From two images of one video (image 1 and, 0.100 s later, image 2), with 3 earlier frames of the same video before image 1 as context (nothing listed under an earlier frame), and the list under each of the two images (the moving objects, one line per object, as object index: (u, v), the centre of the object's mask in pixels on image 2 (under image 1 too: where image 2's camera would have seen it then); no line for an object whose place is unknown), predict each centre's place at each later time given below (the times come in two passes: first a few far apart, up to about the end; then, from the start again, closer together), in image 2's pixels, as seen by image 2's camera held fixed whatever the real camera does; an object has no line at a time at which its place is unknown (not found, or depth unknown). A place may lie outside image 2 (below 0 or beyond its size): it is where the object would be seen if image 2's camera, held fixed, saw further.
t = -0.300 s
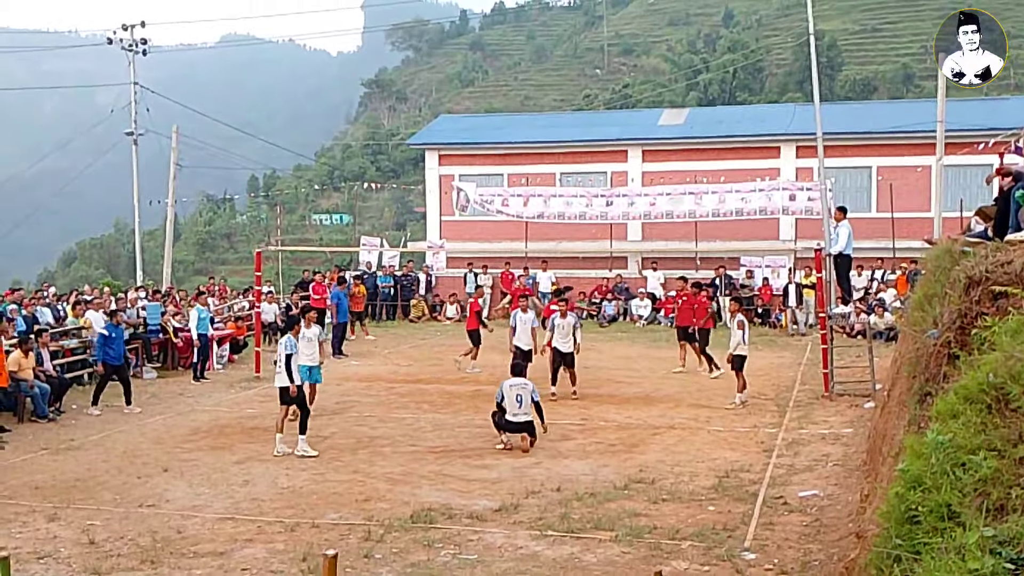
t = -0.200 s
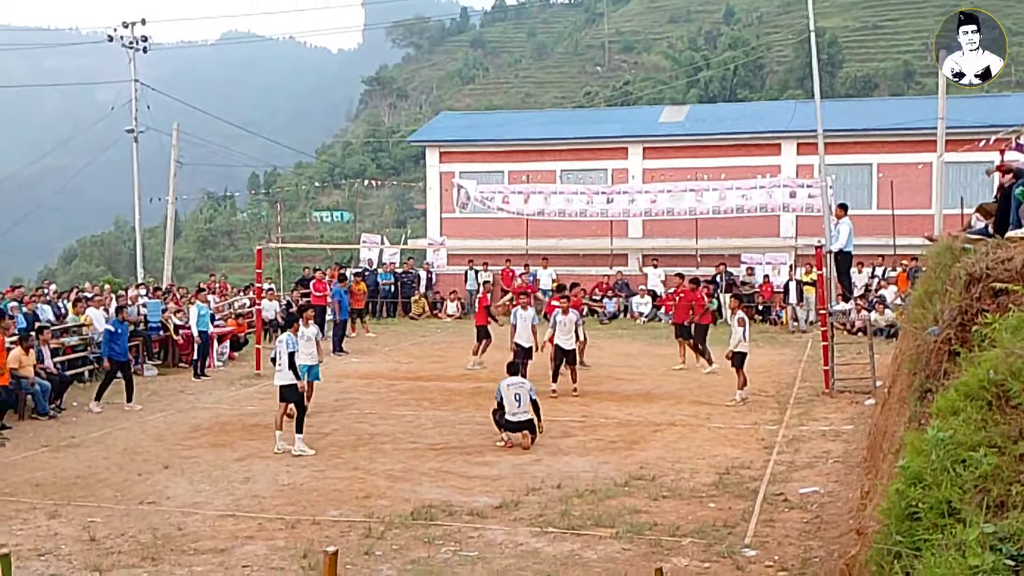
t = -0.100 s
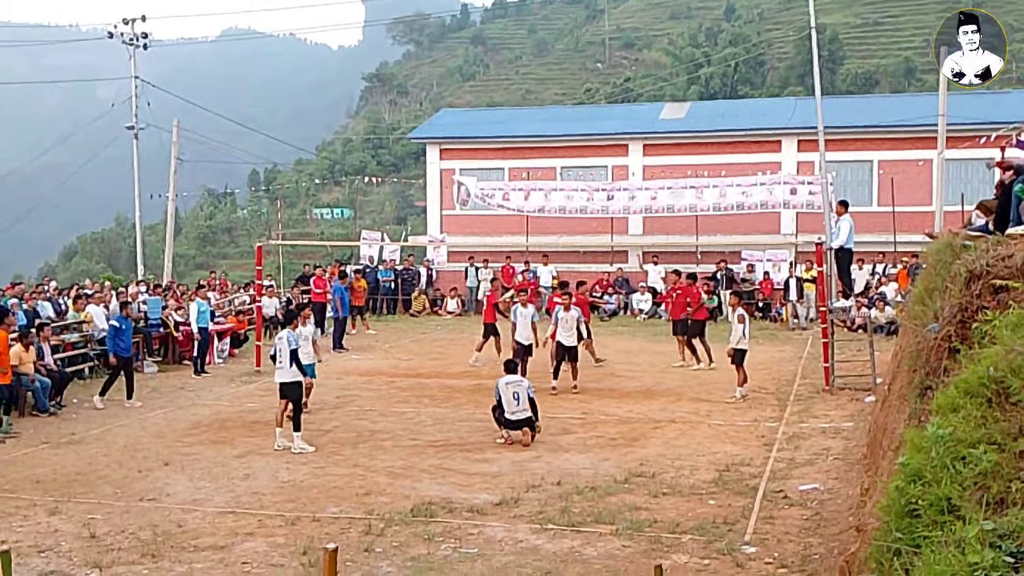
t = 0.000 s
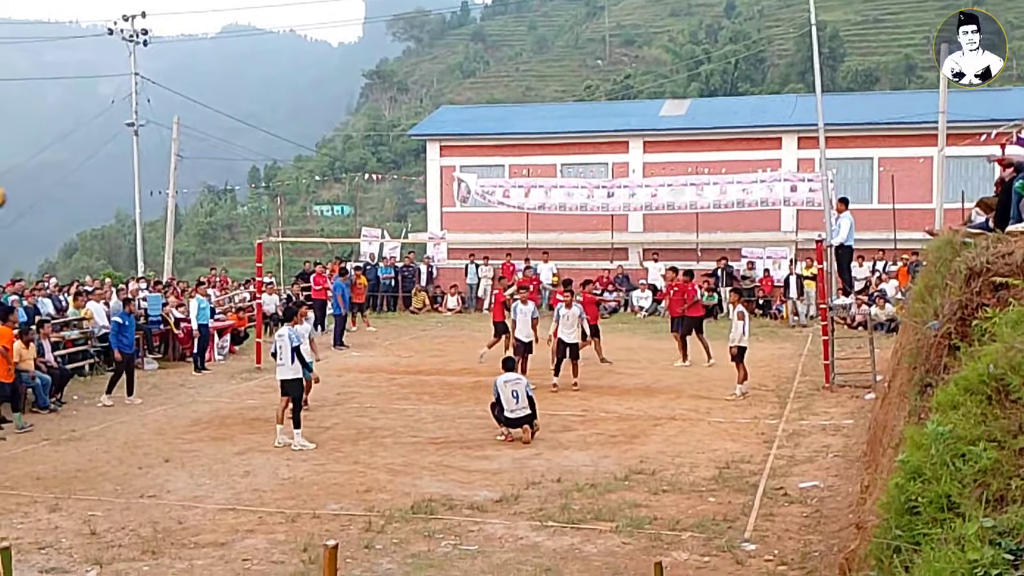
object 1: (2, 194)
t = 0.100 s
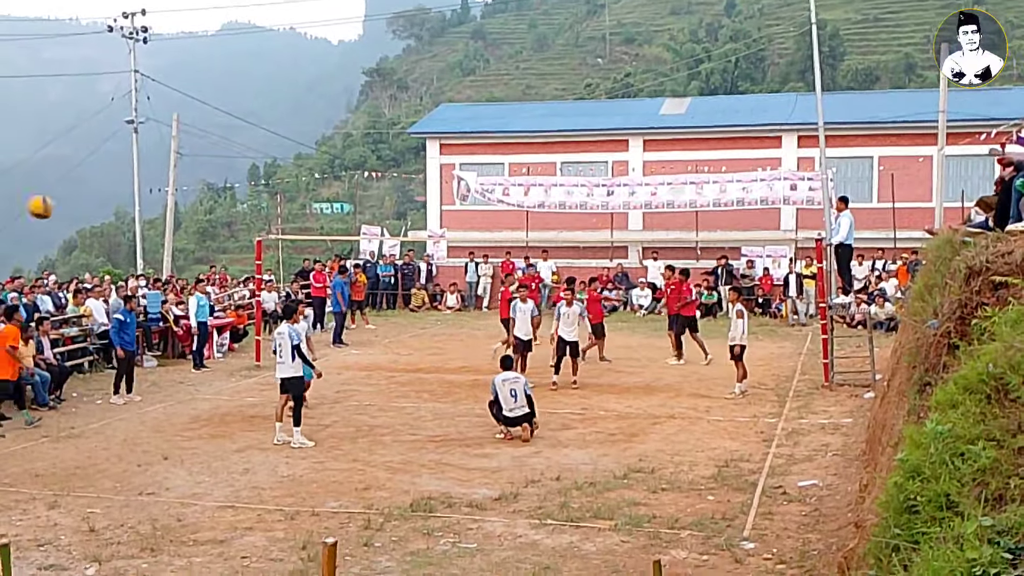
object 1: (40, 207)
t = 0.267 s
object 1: (115, 249)
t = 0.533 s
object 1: (219, 362)
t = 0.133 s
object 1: (56, 213)
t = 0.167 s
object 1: (71, 220)
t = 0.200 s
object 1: (86, 229)
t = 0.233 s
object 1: (101, 239)
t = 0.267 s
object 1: (115, 249)
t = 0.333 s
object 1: (143, 272)
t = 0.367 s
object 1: (157, 286)
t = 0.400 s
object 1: (169, 300)
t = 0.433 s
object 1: (181, 315)
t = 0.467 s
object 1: (195, 331)
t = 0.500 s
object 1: (206, 346)
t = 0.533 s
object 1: (219, 362)
